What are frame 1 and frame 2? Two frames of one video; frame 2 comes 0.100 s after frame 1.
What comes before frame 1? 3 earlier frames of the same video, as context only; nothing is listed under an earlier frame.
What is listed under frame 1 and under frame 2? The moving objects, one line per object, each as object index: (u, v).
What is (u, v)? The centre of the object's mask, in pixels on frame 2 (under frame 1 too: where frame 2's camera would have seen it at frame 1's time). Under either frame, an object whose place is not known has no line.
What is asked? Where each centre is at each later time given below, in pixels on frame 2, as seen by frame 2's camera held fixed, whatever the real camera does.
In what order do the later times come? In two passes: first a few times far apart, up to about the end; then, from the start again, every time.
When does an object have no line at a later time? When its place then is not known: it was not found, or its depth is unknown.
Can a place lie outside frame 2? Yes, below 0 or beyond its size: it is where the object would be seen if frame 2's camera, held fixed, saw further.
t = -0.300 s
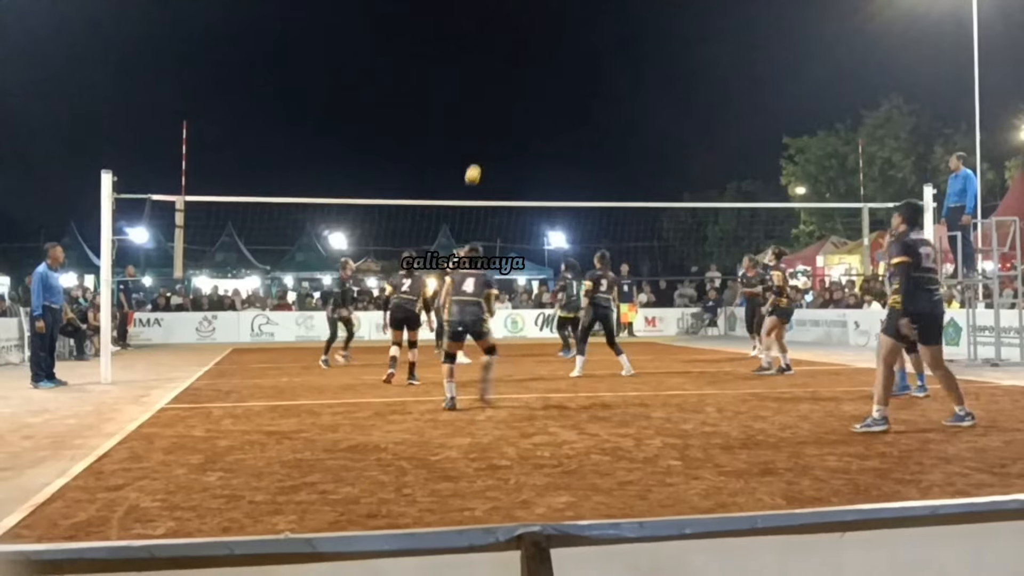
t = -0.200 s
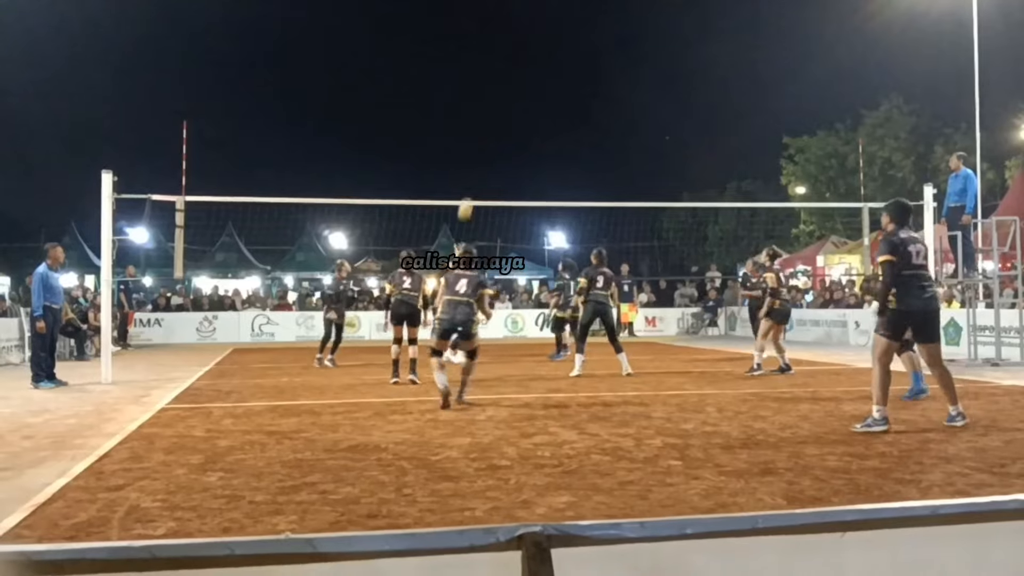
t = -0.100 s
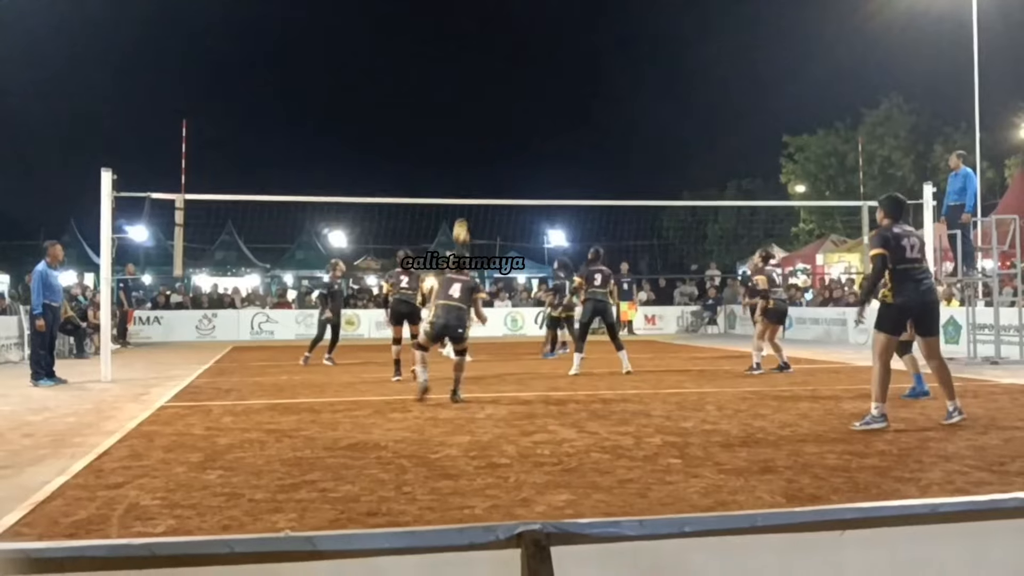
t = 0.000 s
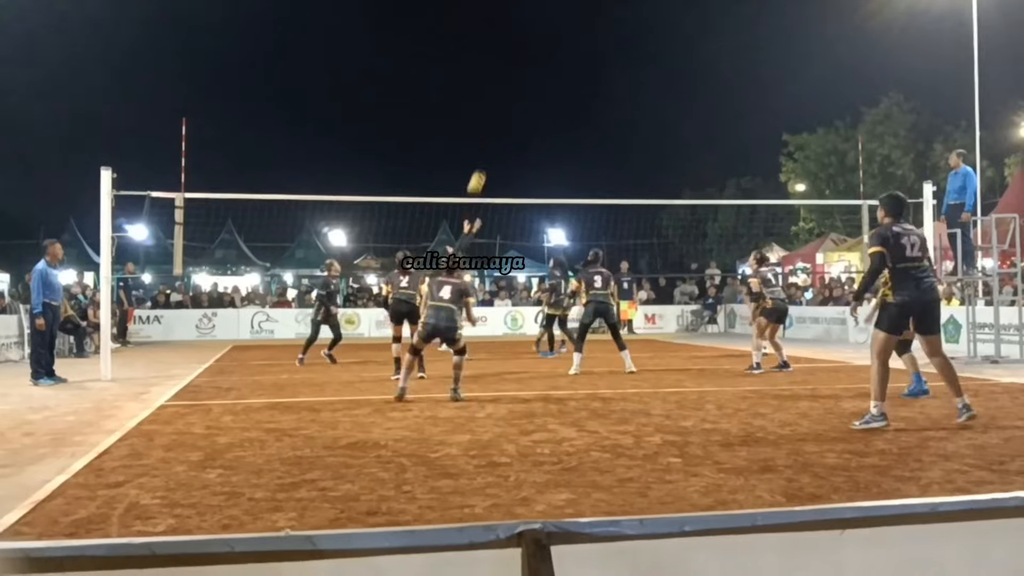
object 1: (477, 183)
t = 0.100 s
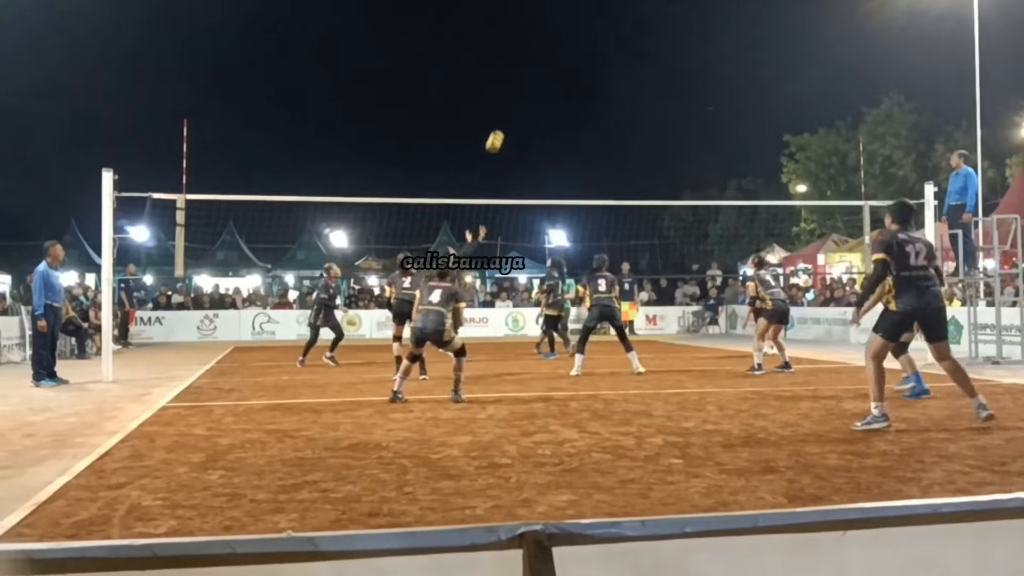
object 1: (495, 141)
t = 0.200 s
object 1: (512, 105)
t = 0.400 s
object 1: (545, 53)
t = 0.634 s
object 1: (584, 26)
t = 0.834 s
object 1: (616, 30)
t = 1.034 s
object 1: (649, 60)
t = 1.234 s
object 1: (681, 114)
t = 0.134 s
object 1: (501, 127)
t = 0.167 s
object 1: (507, 115)
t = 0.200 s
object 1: (512, 105)
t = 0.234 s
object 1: (518, 94)
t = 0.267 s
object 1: (524, 83)
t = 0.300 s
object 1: (529, 76)
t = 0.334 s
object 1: (534, 67)
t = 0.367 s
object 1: (540, 59)
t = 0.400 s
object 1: (545, 53)
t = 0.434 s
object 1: (551, 47)
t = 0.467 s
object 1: (557, 41)
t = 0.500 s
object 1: (562, 37)
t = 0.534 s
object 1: (567, 34)
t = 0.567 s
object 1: (573, 30)
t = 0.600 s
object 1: (579, 28)
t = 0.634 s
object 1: (584, 26)
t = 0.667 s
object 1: (590, 25)
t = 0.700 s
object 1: (595, 25)
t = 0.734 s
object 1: (600, 25)
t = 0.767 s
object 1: (606, 26)
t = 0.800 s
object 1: (611, 28)
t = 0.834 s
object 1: (616, 30)
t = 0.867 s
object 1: (623, 34)
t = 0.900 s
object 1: (627, 37)
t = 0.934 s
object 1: (632, 42)
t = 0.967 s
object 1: (638, 48)
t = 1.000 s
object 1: (643, 53)
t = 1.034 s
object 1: (649, 60)
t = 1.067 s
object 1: (654, 68)
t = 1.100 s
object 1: (659, 75)
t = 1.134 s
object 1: (664, 84)
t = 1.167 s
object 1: (670, 93)
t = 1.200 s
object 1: (675, 103)
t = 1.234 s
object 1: (681, 114)
